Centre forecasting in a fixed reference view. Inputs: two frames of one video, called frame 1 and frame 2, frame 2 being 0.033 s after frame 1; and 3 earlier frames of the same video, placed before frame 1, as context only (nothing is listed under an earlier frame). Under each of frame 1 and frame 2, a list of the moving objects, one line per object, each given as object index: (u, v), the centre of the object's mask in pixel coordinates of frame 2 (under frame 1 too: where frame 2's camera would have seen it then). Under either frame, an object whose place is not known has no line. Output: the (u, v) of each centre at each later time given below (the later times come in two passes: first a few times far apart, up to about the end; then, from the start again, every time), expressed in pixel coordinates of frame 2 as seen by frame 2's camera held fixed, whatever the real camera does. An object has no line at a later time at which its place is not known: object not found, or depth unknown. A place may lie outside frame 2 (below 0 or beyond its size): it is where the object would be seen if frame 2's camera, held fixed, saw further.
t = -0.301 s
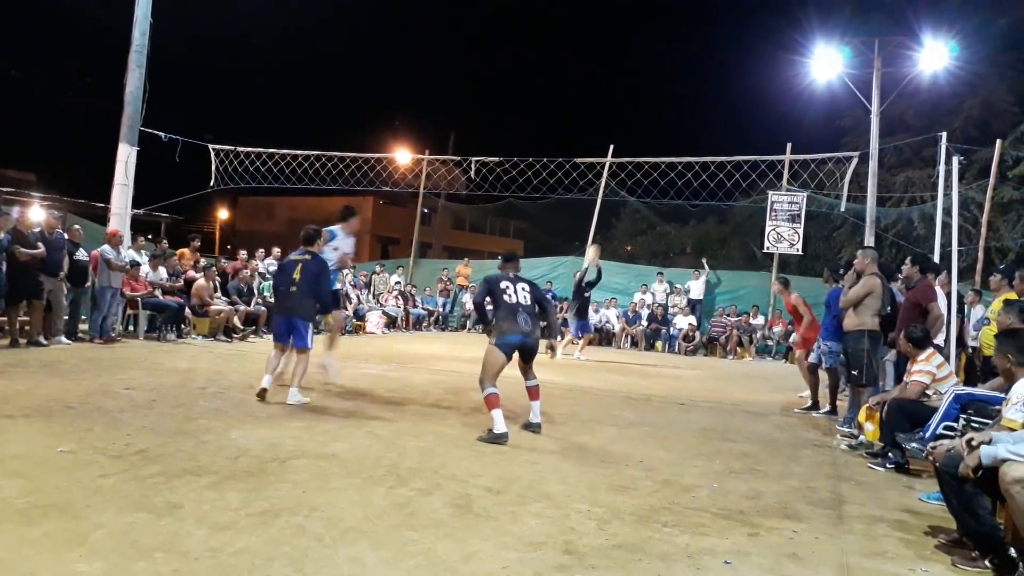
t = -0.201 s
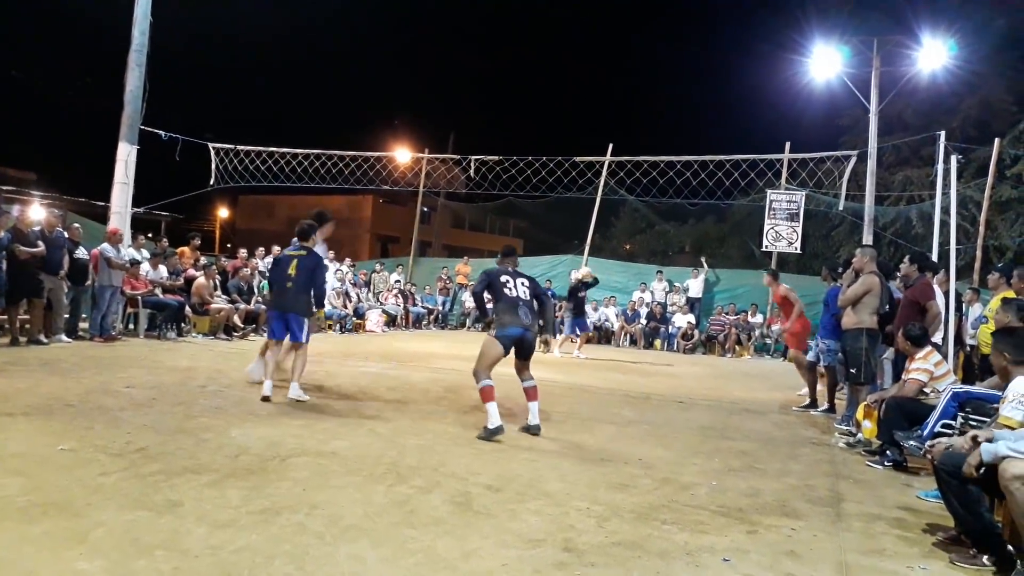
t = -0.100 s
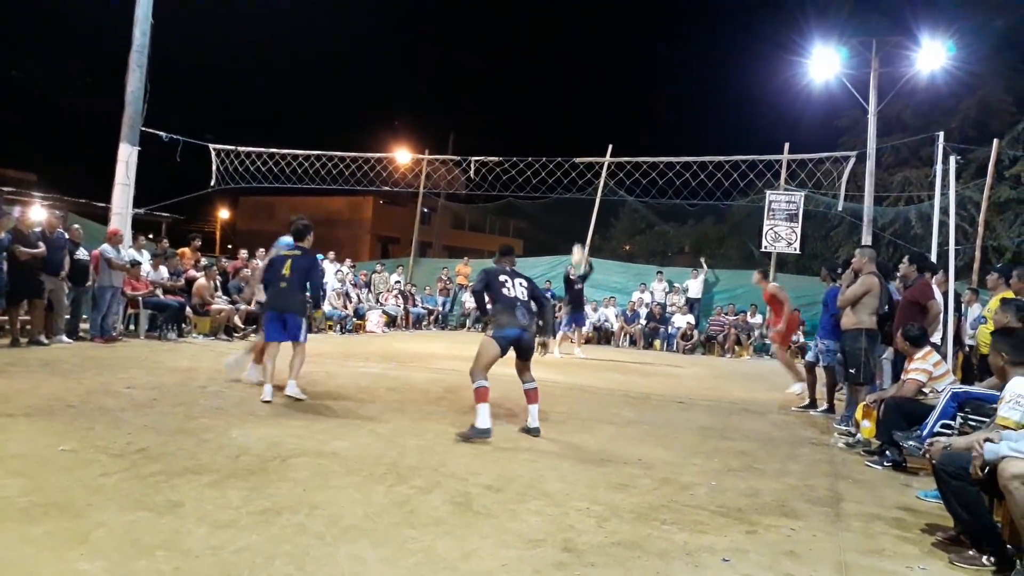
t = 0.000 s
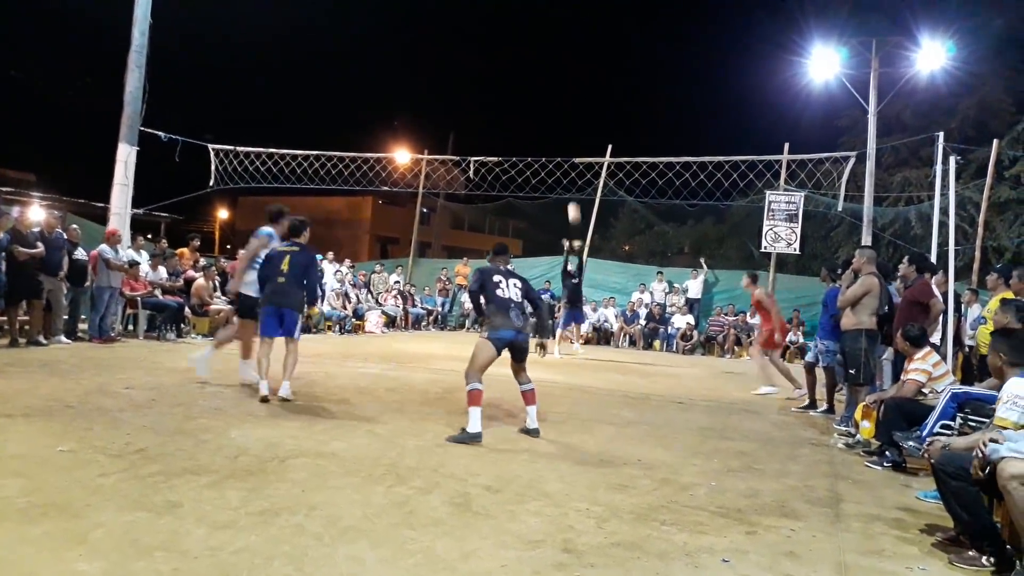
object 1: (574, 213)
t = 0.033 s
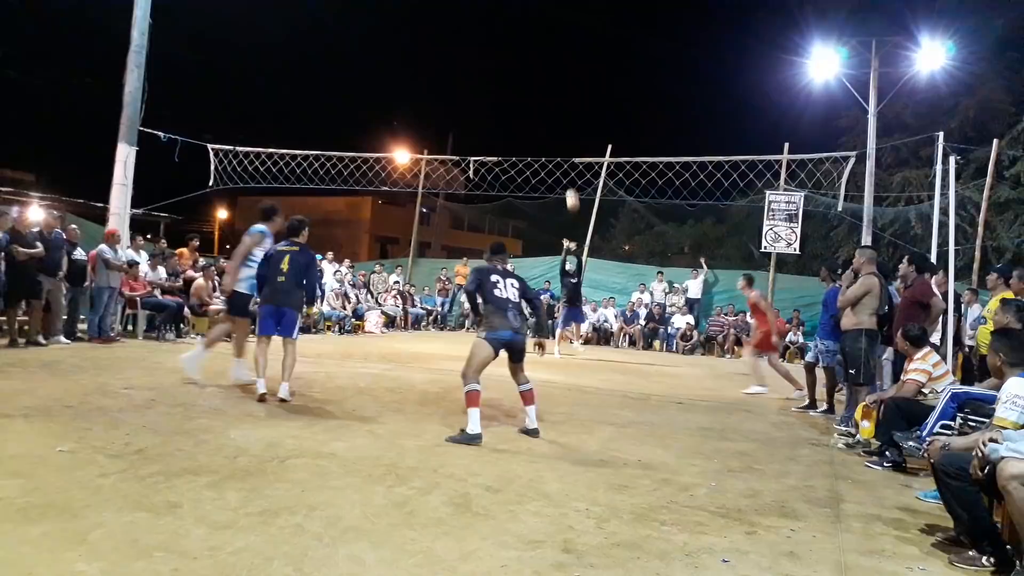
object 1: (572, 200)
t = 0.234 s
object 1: (561, 130)
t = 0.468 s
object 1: (546, 72)
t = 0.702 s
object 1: (527, 43)
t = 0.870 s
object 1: (510, 43)
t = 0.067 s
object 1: (571, 186)
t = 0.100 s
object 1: (569, 175)
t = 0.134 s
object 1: (567, 163)
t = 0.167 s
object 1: (565, 151)
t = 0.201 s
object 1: (563, 140)
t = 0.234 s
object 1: (561, 130)
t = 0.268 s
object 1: (559, 120)
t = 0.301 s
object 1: (557, 110)
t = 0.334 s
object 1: (555, 101)
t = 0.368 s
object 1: (553, 93)
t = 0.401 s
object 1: (551, 85)
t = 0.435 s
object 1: (548, 78)
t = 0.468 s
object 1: (546, 72)
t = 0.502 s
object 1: (543, 66)
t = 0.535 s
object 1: (541, 60)
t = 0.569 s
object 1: (538, 55)
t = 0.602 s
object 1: (535, 51)
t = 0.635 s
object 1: (533, 48)
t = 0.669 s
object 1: (530, 45)
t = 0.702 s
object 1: (527, 43)
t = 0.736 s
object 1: (524, 41)
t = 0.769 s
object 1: (520, 40)
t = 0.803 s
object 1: (517, 40)
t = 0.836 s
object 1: (514, 41)
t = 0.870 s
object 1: (510, 43)
